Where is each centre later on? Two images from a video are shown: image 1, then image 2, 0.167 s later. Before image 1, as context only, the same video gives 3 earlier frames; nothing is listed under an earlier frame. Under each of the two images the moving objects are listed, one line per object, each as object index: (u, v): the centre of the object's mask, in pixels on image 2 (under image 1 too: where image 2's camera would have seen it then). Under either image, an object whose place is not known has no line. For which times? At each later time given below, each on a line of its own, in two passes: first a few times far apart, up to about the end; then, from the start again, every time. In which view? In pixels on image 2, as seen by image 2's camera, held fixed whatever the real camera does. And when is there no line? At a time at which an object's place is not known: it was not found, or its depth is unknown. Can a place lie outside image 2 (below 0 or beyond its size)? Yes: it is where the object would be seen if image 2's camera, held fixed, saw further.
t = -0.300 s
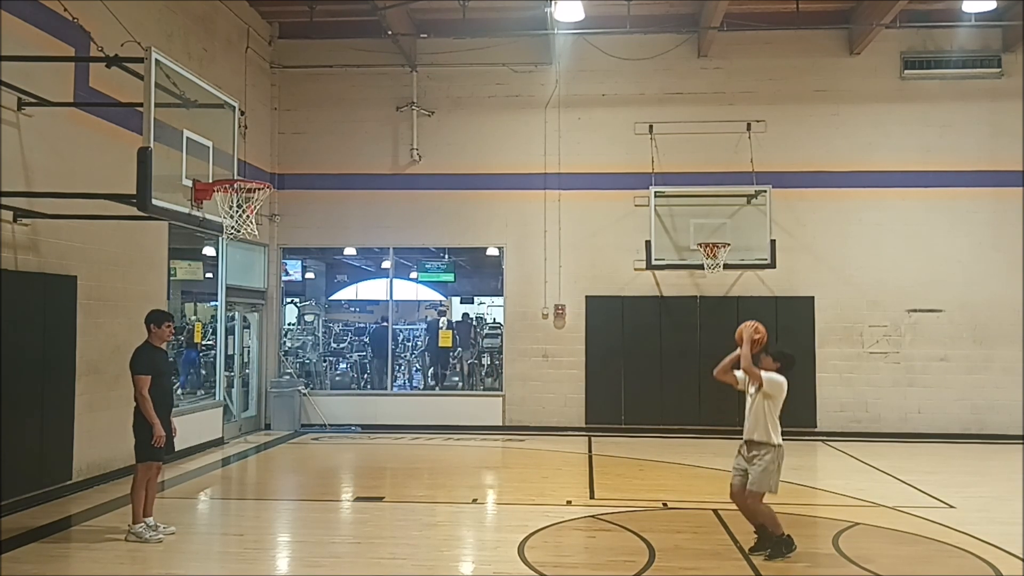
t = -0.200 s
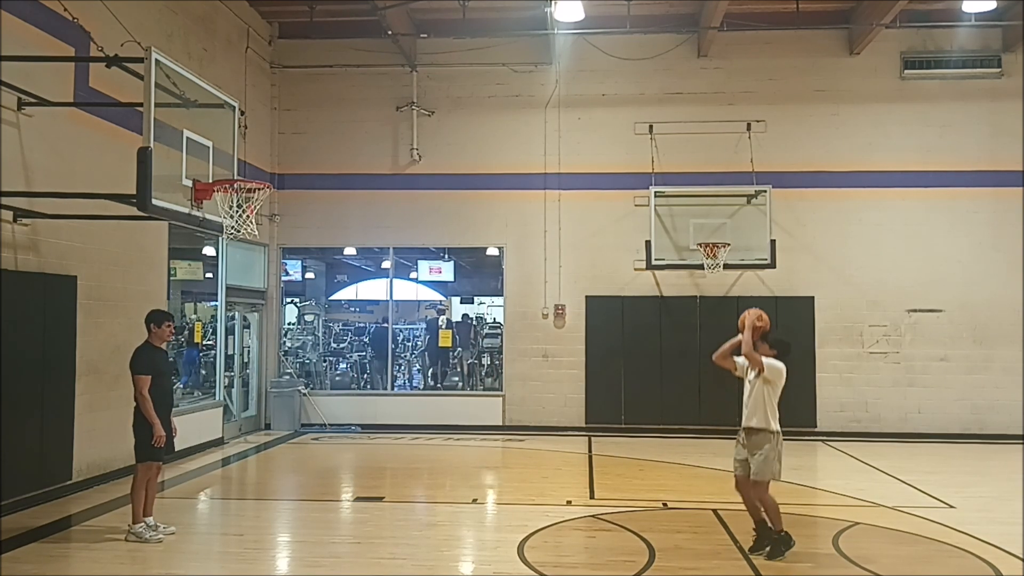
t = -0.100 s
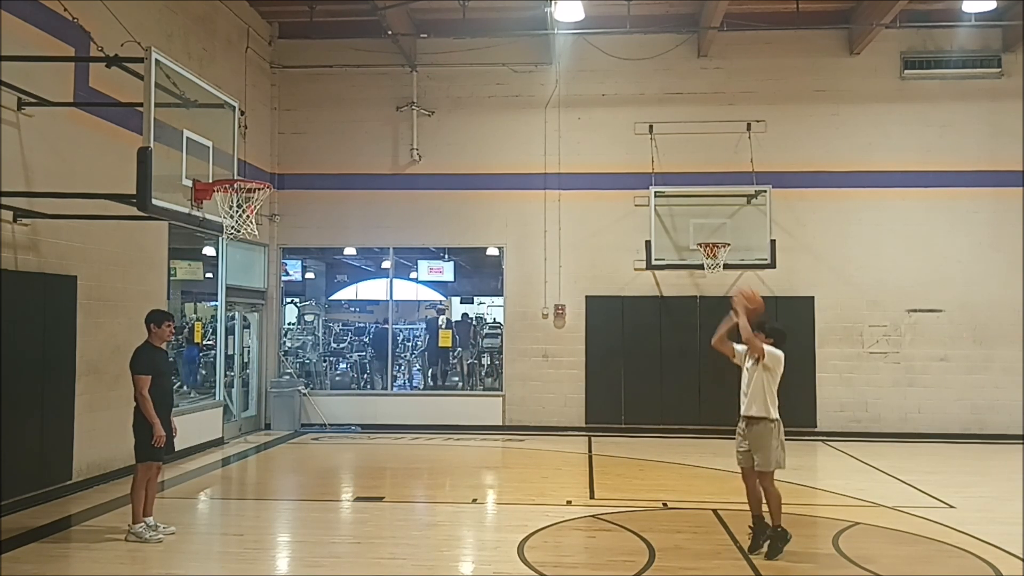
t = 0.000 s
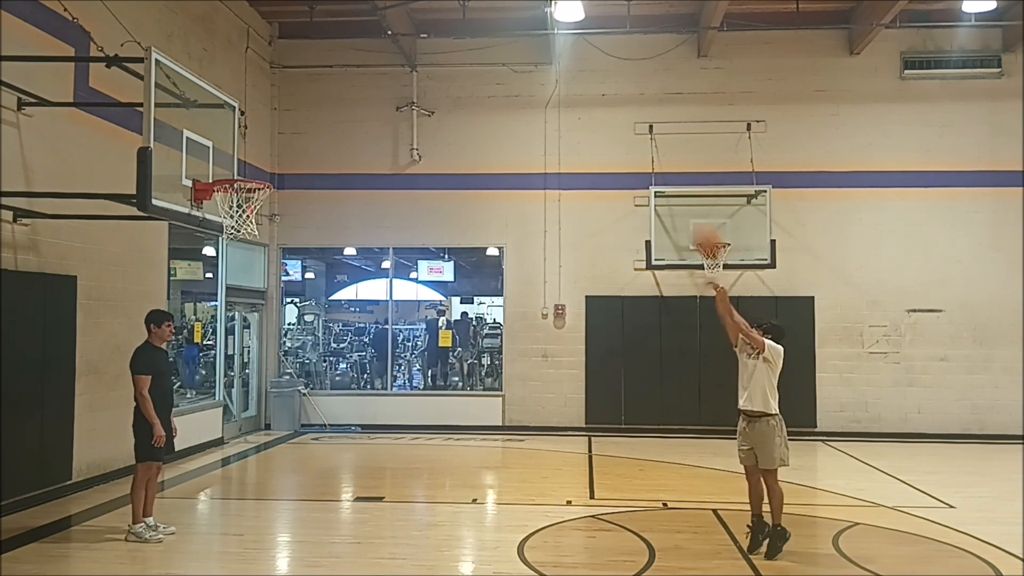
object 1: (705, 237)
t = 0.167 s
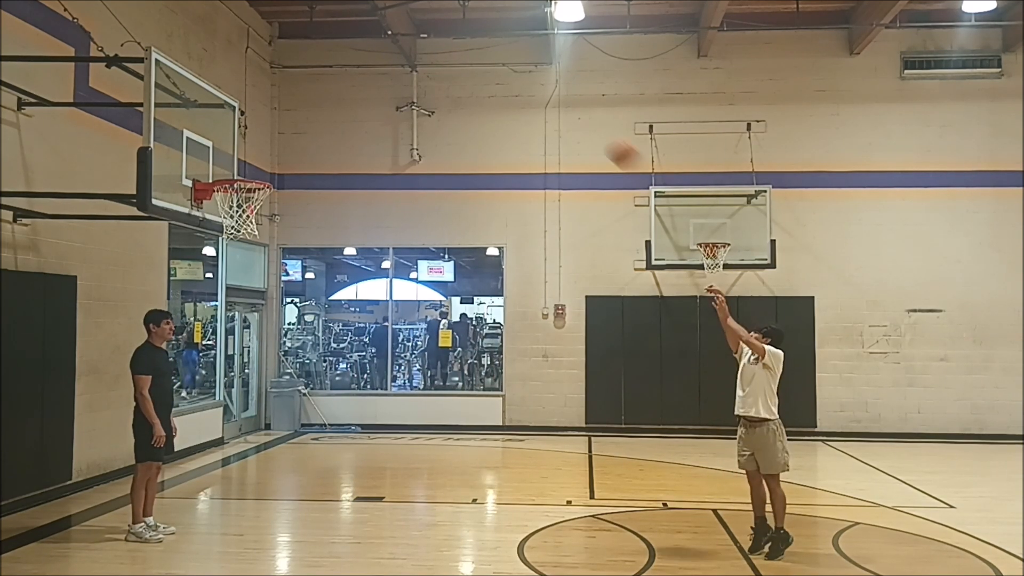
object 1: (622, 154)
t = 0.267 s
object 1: (574, 114)
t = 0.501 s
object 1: (464, 72)
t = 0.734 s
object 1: (342, 102)
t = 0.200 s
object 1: (607, 139)
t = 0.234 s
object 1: (590, 126)
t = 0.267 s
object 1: (574, 114)
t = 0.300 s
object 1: (559, 105)
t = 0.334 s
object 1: (542, 96)
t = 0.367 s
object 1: (527, 89)
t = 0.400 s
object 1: (511, 83)
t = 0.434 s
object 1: (496, 79)
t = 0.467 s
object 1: (480, 74)
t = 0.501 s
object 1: (464, 72)
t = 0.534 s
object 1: (450, 72)
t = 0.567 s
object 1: (434, 72)
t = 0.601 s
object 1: (420, 73)
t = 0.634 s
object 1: (404, 76)
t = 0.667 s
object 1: (389, 80)
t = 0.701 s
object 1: (357, 94)
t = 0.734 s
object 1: (342, 102)
